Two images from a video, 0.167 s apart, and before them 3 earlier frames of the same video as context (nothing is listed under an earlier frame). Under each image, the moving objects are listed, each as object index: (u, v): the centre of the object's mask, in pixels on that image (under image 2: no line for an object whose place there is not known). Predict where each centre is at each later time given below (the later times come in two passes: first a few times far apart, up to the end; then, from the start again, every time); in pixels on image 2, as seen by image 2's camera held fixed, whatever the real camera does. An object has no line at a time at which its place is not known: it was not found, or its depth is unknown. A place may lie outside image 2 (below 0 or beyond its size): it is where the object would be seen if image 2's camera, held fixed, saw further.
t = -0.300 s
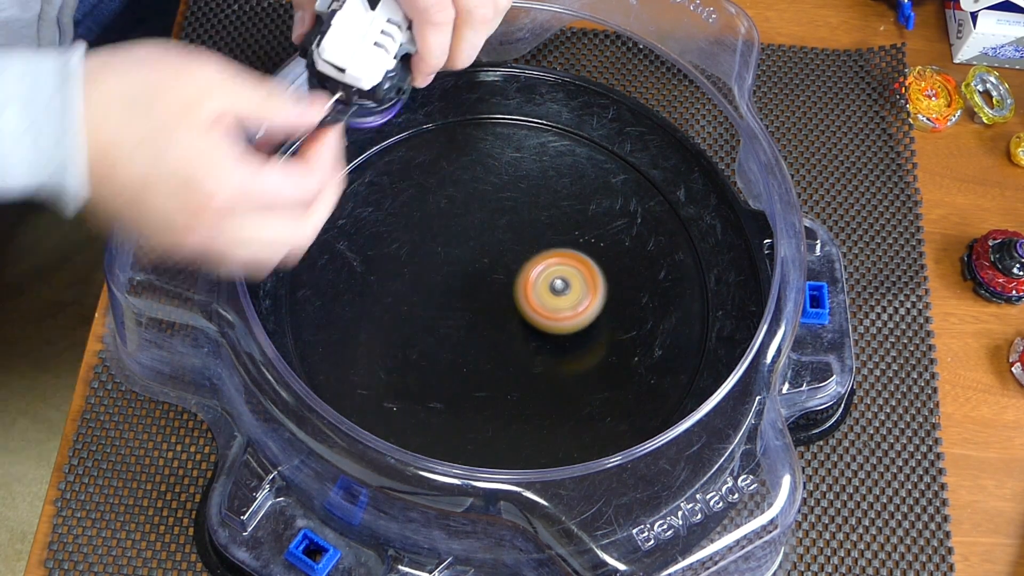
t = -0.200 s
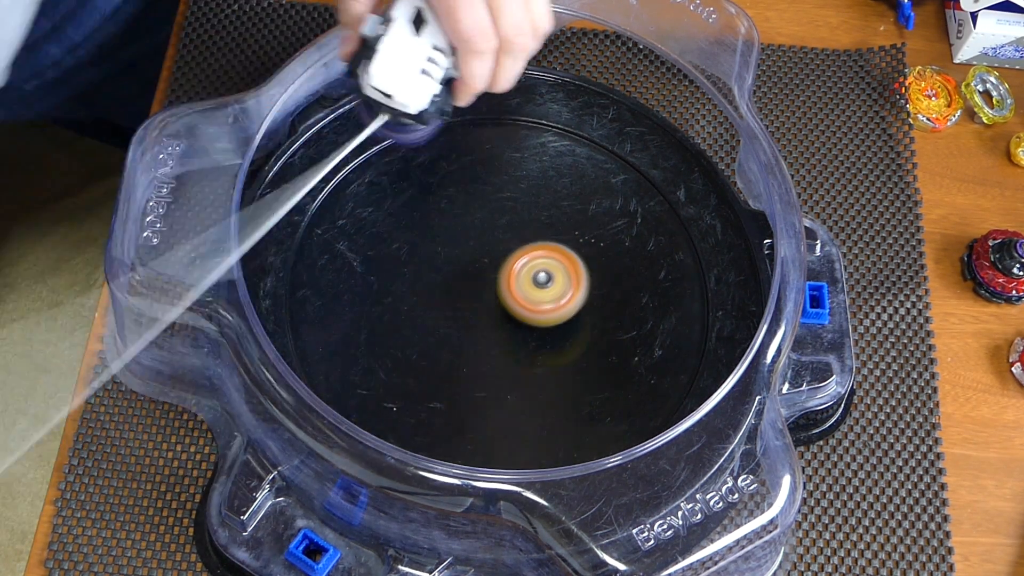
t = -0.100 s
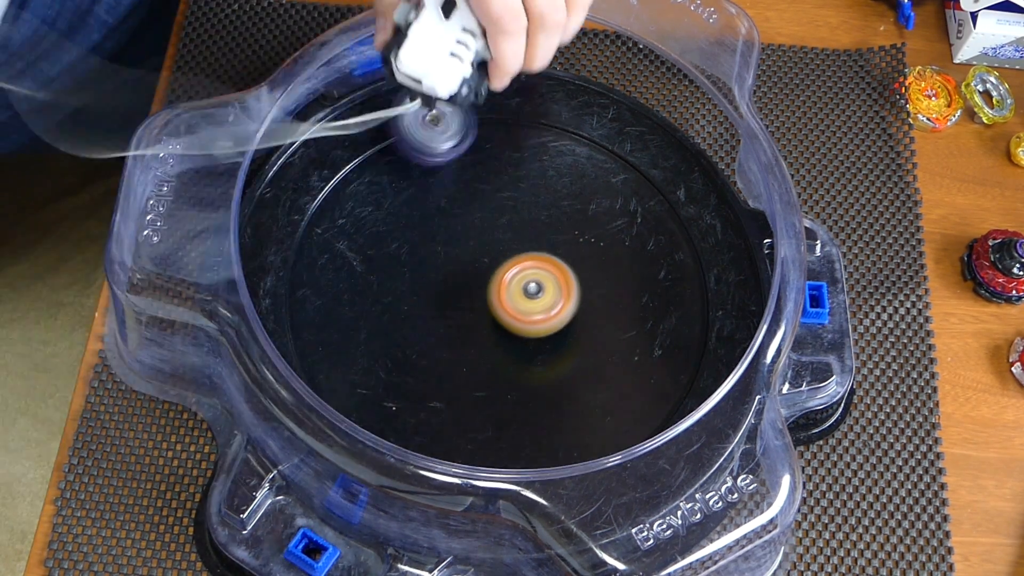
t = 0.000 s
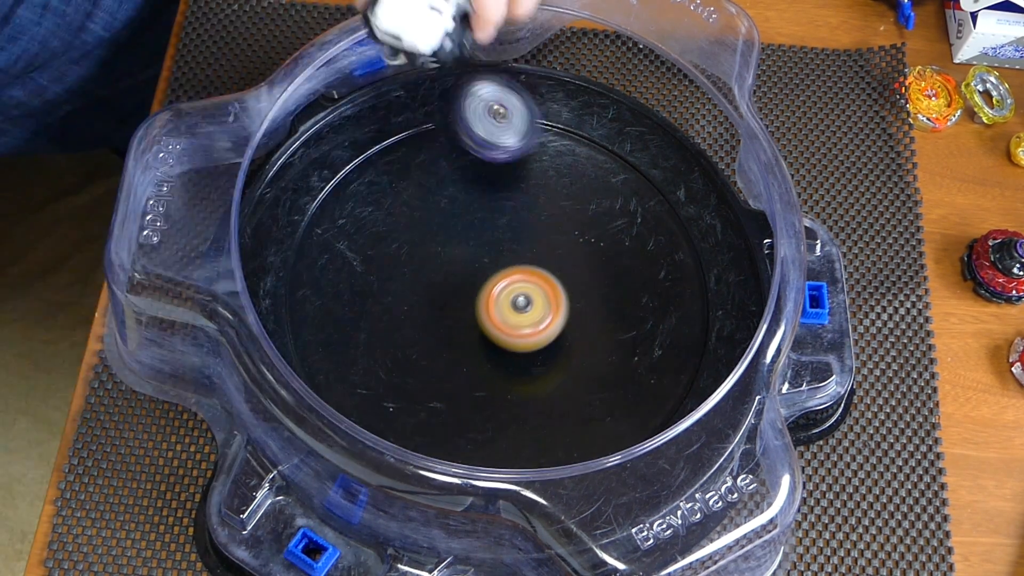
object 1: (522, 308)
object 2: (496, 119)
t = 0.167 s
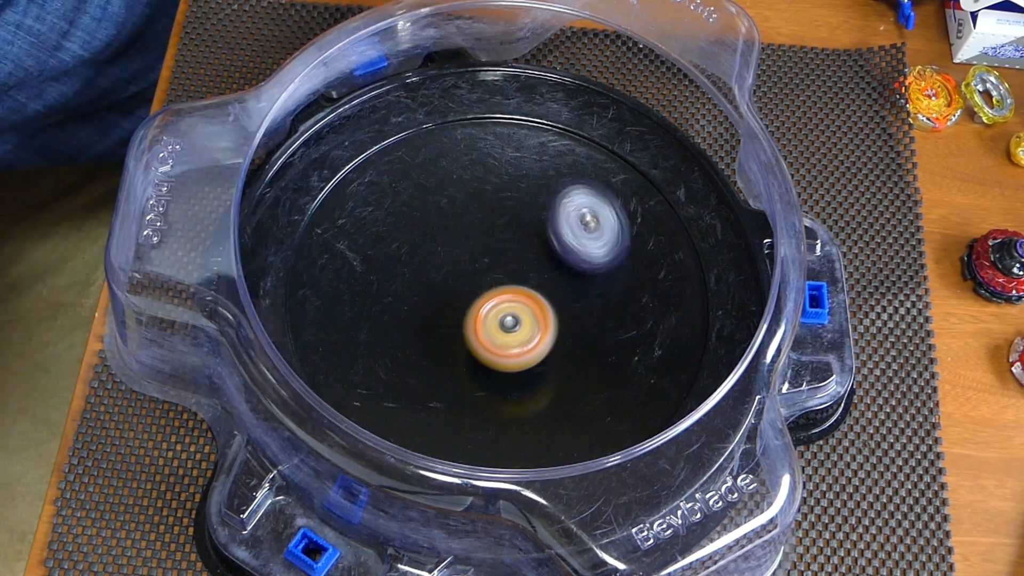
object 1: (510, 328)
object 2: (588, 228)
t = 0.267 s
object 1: (506, 323)
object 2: (620, 290)
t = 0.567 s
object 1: (518, 294)
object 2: (574, 405)
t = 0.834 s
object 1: (495, 275)
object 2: (481, 369)
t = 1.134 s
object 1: (519, 226)
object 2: (433, 372)
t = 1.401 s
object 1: (470, 235)
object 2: (539, 349)
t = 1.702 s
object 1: (490, 254)
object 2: (681, 226)
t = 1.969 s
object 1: (490, 251)
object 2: (503, 153)
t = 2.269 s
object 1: (511, 335)
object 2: (366, 343)
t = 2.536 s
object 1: (572, 302)
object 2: (586, 439)
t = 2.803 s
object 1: (524, 283)
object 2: (681, 215)
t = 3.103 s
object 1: (517, 324)
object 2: (357, 176)
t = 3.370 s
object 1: (527, 311)
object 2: (389, 414)
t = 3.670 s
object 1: (495, 325)
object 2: (690, 321)
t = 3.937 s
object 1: (500, 305)
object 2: (529, 108)
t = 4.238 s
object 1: (491, 296)
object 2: (296, 293)
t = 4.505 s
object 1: (475, 285)
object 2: (557, 439)
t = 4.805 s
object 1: (486, 289)
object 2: (664, 175)
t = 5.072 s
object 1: (503, 283)
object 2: (393, 131)
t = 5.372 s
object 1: (515, 280)
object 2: (408, 403)
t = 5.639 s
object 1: (503, 277)
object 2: (699, 350)
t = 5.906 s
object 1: (528, 280)
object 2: (599, 137)
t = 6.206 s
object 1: (518, 302)
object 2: (367, 270)
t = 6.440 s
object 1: (508, 288)
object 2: (507, 441)
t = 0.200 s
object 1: (508, 327)
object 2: (601, 250)
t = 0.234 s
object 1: (506, 326)
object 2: (613, 272)
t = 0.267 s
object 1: (506, 323)
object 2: (620, 290)
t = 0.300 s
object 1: (510, 320)
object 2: (626, 312)
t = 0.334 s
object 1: (516, 319)
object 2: (628, 325)
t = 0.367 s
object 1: (522, 319)
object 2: (627, 346)
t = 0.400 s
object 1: (528, 317)
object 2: (622, 356)
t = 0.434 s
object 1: (532, 316)
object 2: (615, 369)
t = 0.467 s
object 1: (533, 316)
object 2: (604, 374)
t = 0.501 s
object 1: (533, 313)
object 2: (592, 384)
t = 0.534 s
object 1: (526, 302)
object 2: (584, 396)
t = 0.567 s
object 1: (518, 294)
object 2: (574, 405)
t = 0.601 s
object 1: (513, 288)
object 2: (562, 408)
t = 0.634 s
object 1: (510, 283)
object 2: (550, 409)
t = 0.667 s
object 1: (504, 280)
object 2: (538, 404)
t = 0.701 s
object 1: (498, 280)
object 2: (527, 395)
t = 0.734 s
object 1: (494, 283)
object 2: (517, 383)
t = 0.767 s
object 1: (490, 287)
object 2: (506, 370)
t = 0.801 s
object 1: (492, 280)
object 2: (492, 369)
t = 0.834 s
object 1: (495, 275)
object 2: (481, 369)
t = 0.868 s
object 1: (497, 272)
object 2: (471, 366)
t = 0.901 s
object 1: (498, 270)
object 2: (464, 361)
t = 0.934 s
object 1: (497, 268)
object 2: (460, 354)
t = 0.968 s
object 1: (494, 266)
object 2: (460, 347)
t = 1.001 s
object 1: (496, 260)
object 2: (455, 345)
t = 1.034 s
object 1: (506, 246)
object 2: (444, 355)
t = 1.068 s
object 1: (512, 235)
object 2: (437, 362)
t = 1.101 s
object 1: (516, 229)
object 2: (433, 368)
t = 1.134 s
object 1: (519, 226)
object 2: (433, 372)
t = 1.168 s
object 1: (517, 225)
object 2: (437, 374)
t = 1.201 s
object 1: (513, 224)
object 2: (443, 375)
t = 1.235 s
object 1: (506, 225)
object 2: (454, 374)
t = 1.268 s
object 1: (498, 226)
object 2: (467, 372)
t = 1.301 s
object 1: (490, 226)
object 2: (483, 368)
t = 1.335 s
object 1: (484, 228)
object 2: (501, 363)
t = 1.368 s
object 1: (477, 231)
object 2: (520, 357)
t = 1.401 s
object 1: (470, 235)
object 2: (539, 349)
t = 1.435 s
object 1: (465, 241)
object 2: (560, 340)
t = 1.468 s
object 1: (460, 248)
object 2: (580, 332)
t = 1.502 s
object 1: (458, 253)
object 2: (601, 322)
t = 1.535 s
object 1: (458, 256)
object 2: (621, 311)
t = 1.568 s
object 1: (461, 258)
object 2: (640, 298)
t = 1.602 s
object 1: (467, 259)
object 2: (658, 283)
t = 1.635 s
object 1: (475, 258)
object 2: (671, 265)
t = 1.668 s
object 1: (483, 256)
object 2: (678, 246)
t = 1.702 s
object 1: (490, 254)
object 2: (681, 226)
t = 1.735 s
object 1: (496, 250)
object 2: (677, 206)
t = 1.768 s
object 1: (501, 246)
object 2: (666, 188)
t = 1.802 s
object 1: (503, 243)
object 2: (650, 172)
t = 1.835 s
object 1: (506, 238)
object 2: (628, 161)
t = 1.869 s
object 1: (507, 235)
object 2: (600, 155)
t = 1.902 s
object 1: (506, 234)
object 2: (566, 152)
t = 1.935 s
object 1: (502, 236)
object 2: (530, 157)
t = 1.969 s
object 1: (490, 251)
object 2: (503, 153)
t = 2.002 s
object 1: (478, 266)
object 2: (476, 153)
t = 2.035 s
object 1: (471, 279)
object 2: (449, 159)
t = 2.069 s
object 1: (469, 292)
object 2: (425, 171)
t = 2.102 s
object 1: (470, 304)
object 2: (403, 190)
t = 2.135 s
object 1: (472, 313)
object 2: (385, 214)
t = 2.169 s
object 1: (478, 322)
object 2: (371, 245)
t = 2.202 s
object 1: (488, 329)
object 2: (363, 277)
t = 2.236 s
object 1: (499, 334)
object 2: (362, 310)
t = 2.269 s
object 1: (511, 335)
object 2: (366, 343)
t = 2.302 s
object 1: (523, 337)
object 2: (377, 376)
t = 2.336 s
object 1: (531, 337)
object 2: (398, 401)
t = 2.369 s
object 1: (540, 334)
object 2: (423, 421)
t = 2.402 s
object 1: (549, 330)
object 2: (453, 438)
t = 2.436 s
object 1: (556, 324)
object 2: (487, 448)
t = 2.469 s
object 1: (565, 318)
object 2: (522, 468)
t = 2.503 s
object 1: (570, 310)
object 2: (553, 455)
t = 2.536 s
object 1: (572, 302)
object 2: (586, 439)
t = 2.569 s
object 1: (571, 294)
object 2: (613, 416)
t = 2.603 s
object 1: (566, 286)
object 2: (643, 396)
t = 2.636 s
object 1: (560, 279)
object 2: (668, 372)
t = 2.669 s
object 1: (553, 274)
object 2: (689, 341)
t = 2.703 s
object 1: (547, 272)
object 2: (700, 309)
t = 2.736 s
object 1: (541, 273)
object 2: (704, 275)
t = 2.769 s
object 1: (532, 277)
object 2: (697, 245)
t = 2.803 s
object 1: (524, 283)
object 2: (681, 215)
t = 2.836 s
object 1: (517, 288)
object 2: (658, 191)
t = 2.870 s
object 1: (512, 294)
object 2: (628, 168)
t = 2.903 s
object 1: (508, 301)
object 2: (594, 154)
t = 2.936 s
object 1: (505, 307)
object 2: (556, 143)
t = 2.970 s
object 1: (505, 313)
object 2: (512, 141)
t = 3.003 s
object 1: (506, 319)
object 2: (471, 142)
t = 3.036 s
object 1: (508, 323)
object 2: (431, 147)
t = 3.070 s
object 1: (512, 325)
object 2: (393, 160)
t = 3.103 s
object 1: (517, 324)
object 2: (357, 176)
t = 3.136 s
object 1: (521, 322)
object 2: (329, 200)
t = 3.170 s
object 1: (527, 319)
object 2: (304, 227)
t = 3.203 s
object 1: (531, 317)
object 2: (290, 255)
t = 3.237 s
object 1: (534, 317)
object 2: (294, 289)
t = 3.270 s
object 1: (536, 316)
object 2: (310, 324)
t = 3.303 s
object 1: (536, 315)
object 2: (332, 357)
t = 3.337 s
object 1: (533, 314)
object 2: (358, 387)
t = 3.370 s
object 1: (527, 311)
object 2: (389, 414)
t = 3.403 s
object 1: (521, 308)
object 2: (420, 438)
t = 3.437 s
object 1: (516, 307)
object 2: (466, 445)
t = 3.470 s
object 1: (513, 306)
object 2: (508, 447)
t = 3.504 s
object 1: (511, 307)
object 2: (556, 453)
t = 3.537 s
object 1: (510, 309)
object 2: (597, 439)
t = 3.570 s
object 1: (507, 313)
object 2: (631, 414)
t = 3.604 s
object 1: (504, 318)
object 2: (659, 388)
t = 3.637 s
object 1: (499, 322)
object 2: (680, 357)
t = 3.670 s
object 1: (495, 325)
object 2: (690, 321)
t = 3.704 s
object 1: (490, 326)
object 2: (692, 283)
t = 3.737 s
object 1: (487, 326)
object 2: (686, 248)
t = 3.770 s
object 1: (485, 323)
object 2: (673, 214)
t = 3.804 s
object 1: (485, 319)
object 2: (653, 185)
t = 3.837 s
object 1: (487, 315)
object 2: (629, 157)
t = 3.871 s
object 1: (491, 310)
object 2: (599, 136)
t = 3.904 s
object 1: (495, 307)
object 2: (565, 119)
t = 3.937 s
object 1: (500, 305)
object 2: (529, 108)
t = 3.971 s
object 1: (506, 305)
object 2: (491, 101)
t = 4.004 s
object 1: (508, 305)
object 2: (452, 108)
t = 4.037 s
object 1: (510, 305)
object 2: (416, 118)
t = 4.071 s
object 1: (509, 305)
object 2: (380, 133)
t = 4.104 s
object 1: (506, 304)
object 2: (351, 160)
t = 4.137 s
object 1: (503, 301)
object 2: (326, 187)
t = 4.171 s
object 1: (500, 298)
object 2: (306, 219)
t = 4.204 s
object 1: (496, 297)
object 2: (298, 257)
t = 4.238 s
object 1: (491, 296)
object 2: (296, 293)
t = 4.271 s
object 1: (484, 295)
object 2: (308, 330)
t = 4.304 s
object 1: (477, 293)
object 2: (328, 364)
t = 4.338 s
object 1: (473, 292)
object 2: (353, 401)
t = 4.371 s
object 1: (471, 290)
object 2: (387, 425)
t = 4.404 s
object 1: (469, 288)
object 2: (428, 444)
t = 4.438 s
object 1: (469, 287)
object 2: (471, 443)
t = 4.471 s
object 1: (471, 286)
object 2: (514, 445)
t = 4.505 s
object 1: (475, 285)
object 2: (557, 439)
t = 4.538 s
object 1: (479, 284)
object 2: (597, 426)
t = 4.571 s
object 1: (483, 285)
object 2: (630, 404)
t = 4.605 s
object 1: (487, 286)
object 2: (659, 377)
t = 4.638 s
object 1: (490, 287)
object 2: (678, 344)
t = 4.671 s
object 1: (491, 289)
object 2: (691, 308)
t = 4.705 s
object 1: (492, 292)
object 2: (696, 272)
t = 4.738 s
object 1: (491, 293)
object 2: (694, 237)
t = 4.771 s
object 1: (488, 293)
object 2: (686, 201)
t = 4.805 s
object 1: (486, 289)
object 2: (664, 175)
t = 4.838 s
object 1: (489, 286)
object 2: (633, 155)
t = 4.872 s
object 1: (493, 283)
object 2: (603, 137)
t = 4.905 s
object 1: (496, 282)
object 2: (570, 122)
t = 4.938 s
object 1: (499, 281)
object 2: (536, 110)
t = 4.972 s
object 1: (501, 281)
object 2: (496, 111)
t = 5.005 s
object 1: (503, 281)
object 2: (460, 113)
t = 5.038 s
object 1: (504, 282)
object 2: (424, 121)
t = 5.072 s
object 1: (503, 283)
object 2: (393, 131)
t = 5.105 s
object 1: (502, 285)
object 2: (364, 150)
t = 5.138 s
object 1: (500, 286)
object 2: (339, 172)
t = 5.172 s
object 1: (498, 286)
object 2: (322, 204)
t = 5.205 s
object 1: (495, 283)
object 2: (313, 234)
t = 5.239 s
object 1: (496, 280)
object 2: (314, 270)
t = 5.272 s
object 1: (501, 278)
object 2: (324, 308)
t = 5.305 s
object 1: (507, 278)
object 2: (343, 345)
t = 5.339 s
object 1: (511, 279)
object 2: (371, 377)
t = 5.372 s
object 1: (515, 280)
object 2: (408, 403)
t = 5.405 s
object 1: (516, 280)
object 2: (448, 421)
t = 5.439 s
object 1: (516, 281)
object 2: (491, 431)
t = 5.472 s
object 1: (514, 282)
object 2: (536, 433)
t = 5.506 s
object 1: (512, 283)
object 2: (577, 428)
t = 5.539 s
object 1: (509, 282)
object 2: (614, 416)
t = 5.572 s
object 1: (506, 280)
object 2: (649, 398)
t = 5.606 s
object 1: (504, 279)
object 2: (677, 376)
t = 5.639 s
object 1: (503, 277)
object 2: (699, 350)
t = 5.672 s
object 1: (502, 274)
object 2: (704, 321)
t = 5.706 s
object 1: (502, 272)
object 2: (701, 286)
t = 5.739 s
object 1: (505, 270)
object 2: (695, 253)
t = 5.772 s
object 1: (510, 271)
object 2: (684, 223)
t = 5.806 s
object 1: (515, 272)
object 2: (671, 194)
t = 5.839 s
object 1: (520, 275)
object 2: (653, 168)
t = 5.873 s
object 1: (524, 278)
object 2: (627, 151)
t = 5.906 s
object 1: (528, 280)
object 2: (599, 137)
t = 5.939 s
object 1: (531, 283)
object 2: (565, 129)
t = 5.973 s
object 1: (533, 286)
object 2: (531, 126)
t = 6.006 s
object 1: (533, 289)
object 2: (497, 130)
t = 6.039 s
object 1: (532, 292)
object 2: (466, 140)
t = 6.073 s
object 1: (531, 295)
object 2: (436, 156)
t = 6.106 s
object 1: (529, 298)
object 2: (411, 178)
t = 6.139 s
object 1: (526, 299)
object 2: (388, 207)
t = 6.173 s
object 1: (521, 301)
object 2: (373, 234)
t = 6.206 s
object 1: (518, 302)
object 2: (367, 270)
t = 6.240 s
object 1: (515, 301)
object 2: (367, 305)
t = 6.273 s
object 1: (512, 299)
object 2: (374, 340)
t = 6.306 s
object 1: (509, 297)
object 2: (388, 372)
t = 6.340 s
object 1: (508, 295)
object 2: (411, 400)
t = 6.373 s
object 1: (508, 292)
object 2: (440, 419)
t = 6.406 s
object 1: (507, 289)
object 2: (473, 433)
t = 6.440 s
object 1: (508, 288)
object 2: (507, 441)
